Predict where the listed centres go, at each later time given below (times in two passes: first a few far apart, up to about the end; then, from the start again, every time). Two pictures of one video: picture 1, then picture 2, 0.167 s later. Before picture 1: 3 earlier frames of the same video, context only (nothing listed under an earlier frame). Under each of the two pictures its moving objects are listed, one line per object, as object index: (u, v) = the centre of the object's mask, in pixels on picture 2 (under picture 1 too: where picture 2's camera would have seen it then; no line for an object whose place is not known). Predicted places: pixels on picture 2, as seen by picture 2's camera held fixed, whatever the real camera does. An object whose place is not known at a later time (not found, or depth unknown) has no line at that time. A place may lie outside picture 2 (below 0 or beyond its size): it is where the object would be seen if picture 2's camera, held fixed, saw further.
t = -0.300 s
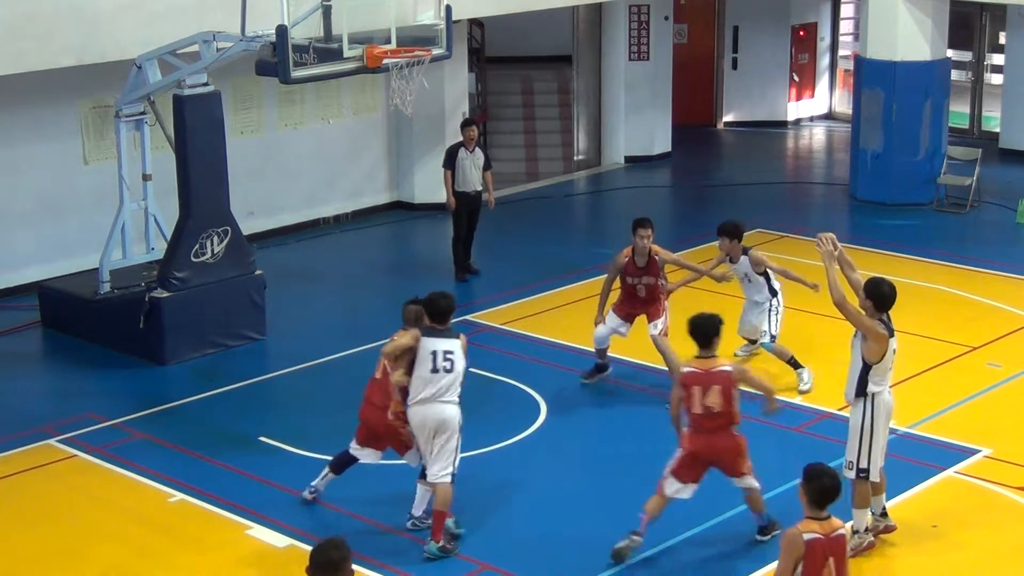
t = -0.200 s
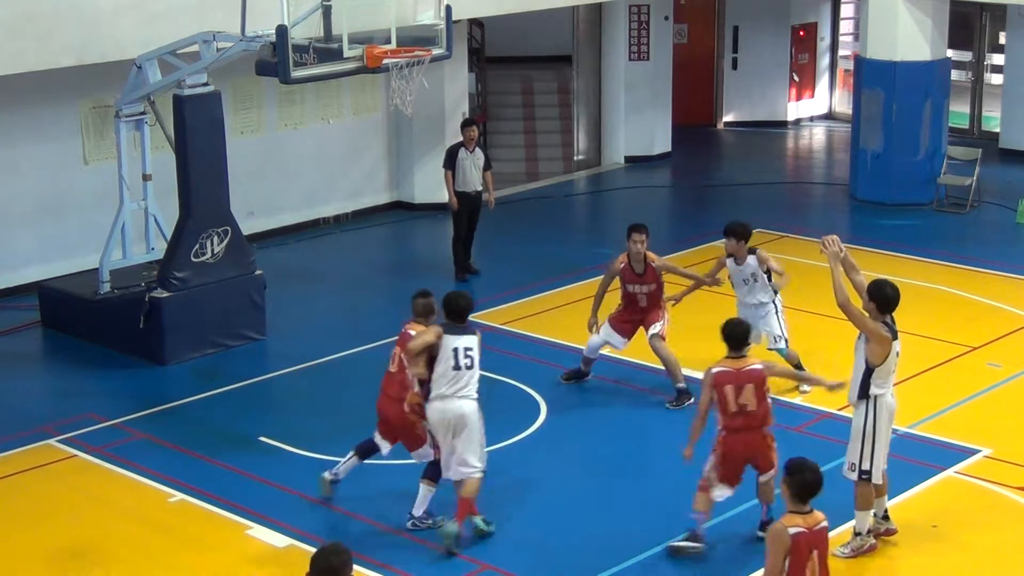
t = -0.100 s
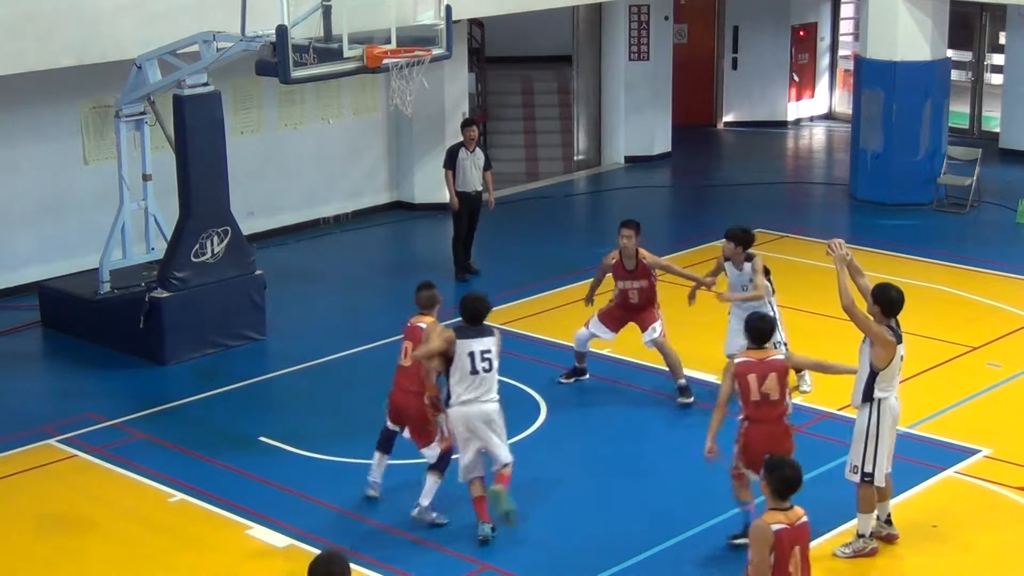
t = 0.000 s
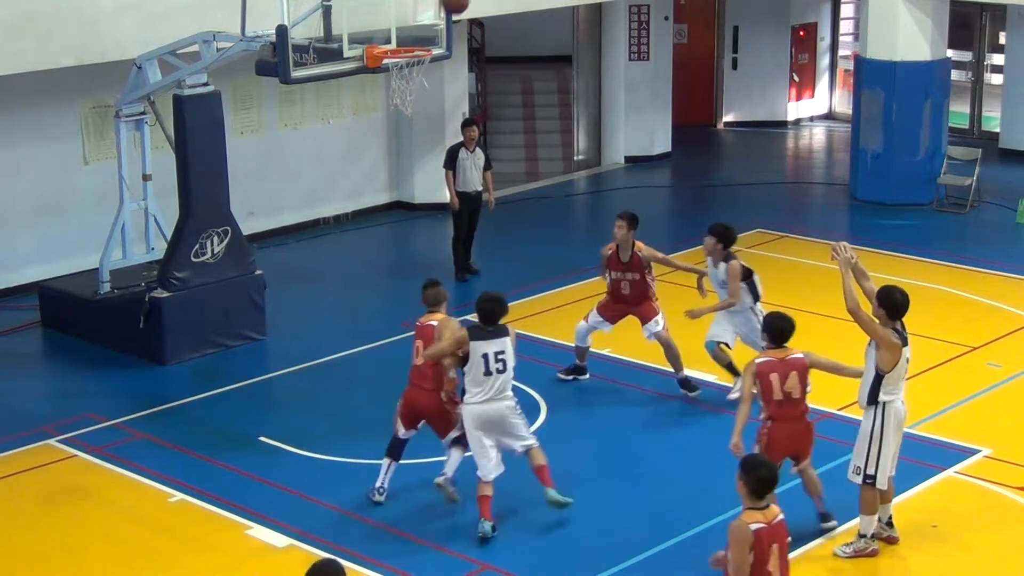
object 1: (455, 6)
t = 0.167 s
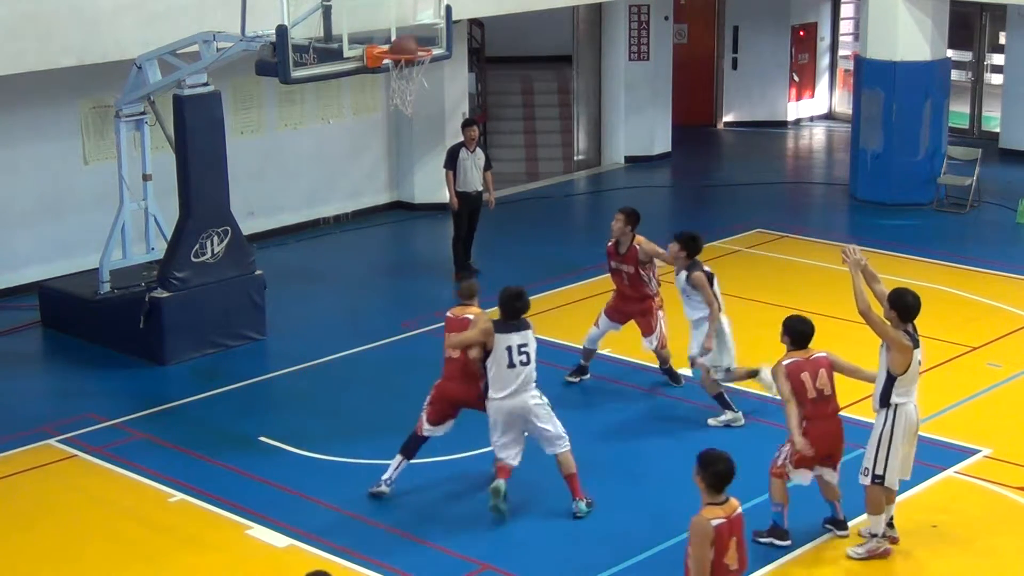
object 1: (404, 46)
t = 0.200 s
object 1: (395, 53)
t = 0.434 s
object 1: (398, 88)
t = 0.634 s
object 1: (404, 121)
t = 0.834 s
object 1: (412, 200)
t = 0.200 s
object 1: (395, 53)
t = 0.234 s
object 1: (396, 68)
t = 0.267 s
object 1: (396, 77)
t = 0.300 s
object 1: (394, 85)
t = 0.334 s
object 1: (397, 85)
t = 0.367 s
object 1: (397, 86)
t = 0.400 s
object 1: (398, 86)
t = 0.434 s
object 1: (398, 88)
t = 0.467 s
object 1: (399, 90)
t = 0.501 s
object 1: (400, 95)
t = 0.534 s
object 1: (399, 107)
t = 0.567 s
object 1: (400, 111)
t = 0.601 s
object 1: (403, 115)
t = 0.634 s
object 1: (404, 121)
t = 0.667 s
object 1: (406, 131)
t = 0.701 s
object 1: (407, 142)
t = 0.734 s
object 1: (407, 155)
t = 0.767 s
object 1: (409, 168)
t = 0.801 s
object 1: (410, 183)
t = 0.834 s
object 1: (412, 200)
